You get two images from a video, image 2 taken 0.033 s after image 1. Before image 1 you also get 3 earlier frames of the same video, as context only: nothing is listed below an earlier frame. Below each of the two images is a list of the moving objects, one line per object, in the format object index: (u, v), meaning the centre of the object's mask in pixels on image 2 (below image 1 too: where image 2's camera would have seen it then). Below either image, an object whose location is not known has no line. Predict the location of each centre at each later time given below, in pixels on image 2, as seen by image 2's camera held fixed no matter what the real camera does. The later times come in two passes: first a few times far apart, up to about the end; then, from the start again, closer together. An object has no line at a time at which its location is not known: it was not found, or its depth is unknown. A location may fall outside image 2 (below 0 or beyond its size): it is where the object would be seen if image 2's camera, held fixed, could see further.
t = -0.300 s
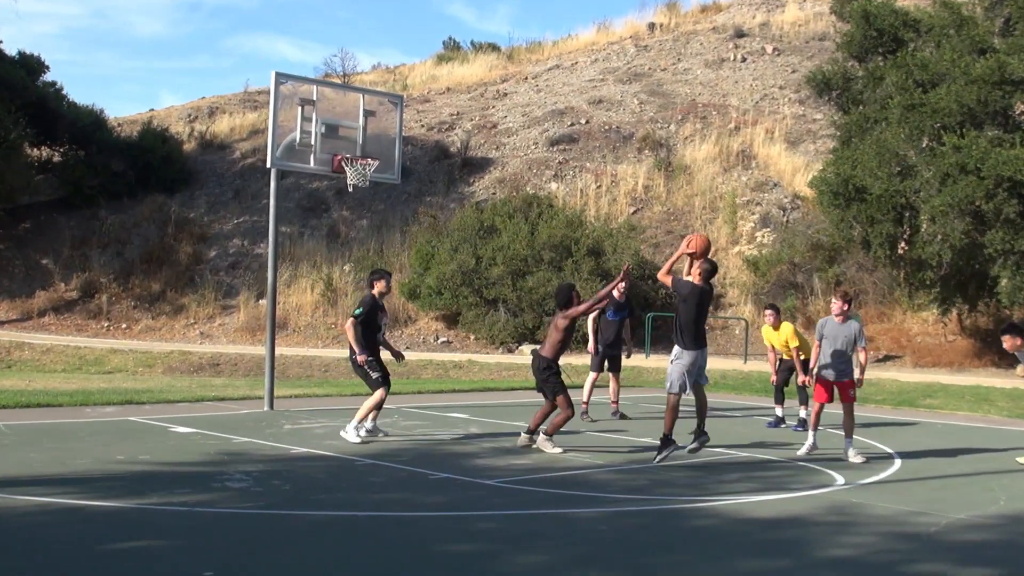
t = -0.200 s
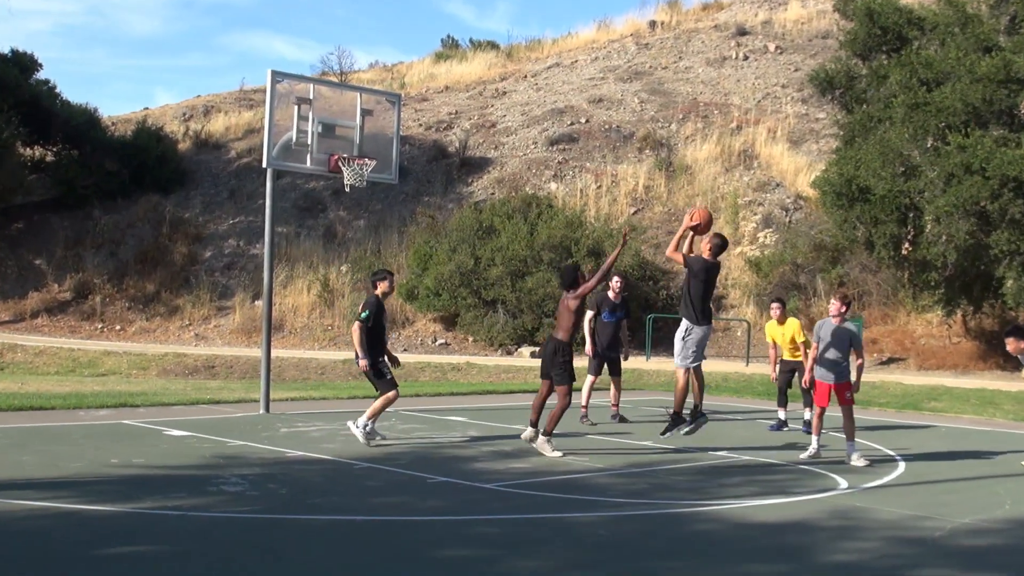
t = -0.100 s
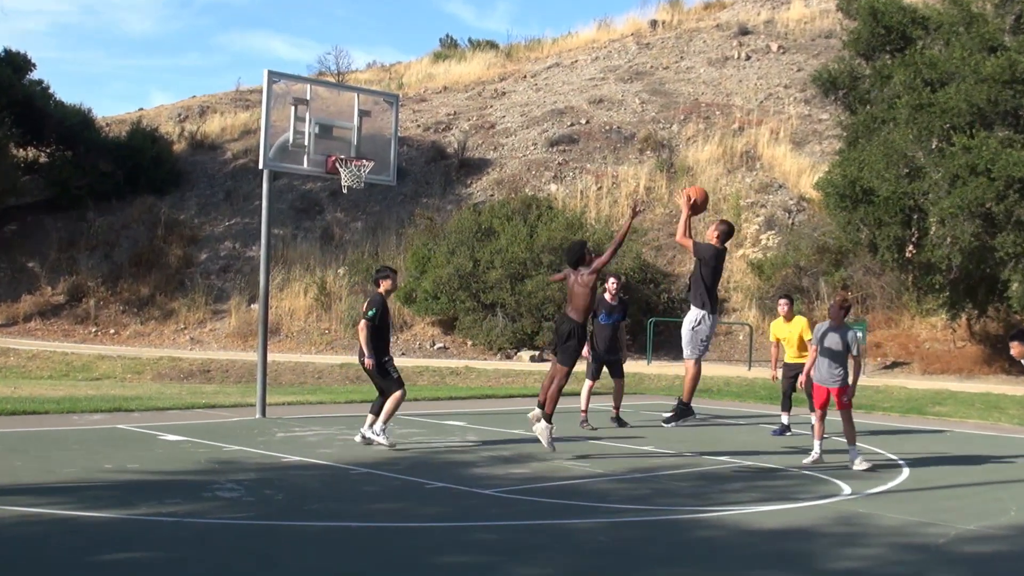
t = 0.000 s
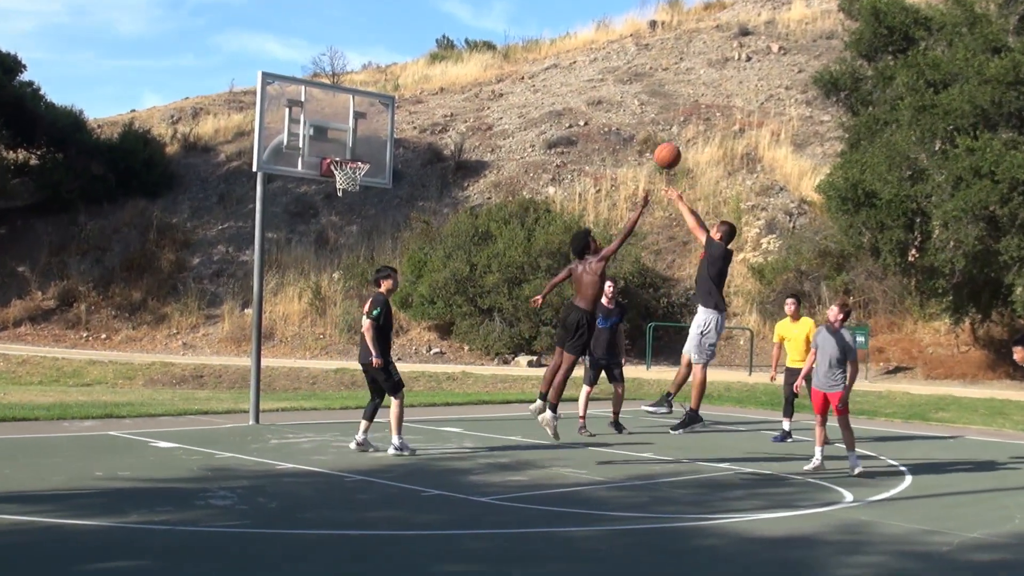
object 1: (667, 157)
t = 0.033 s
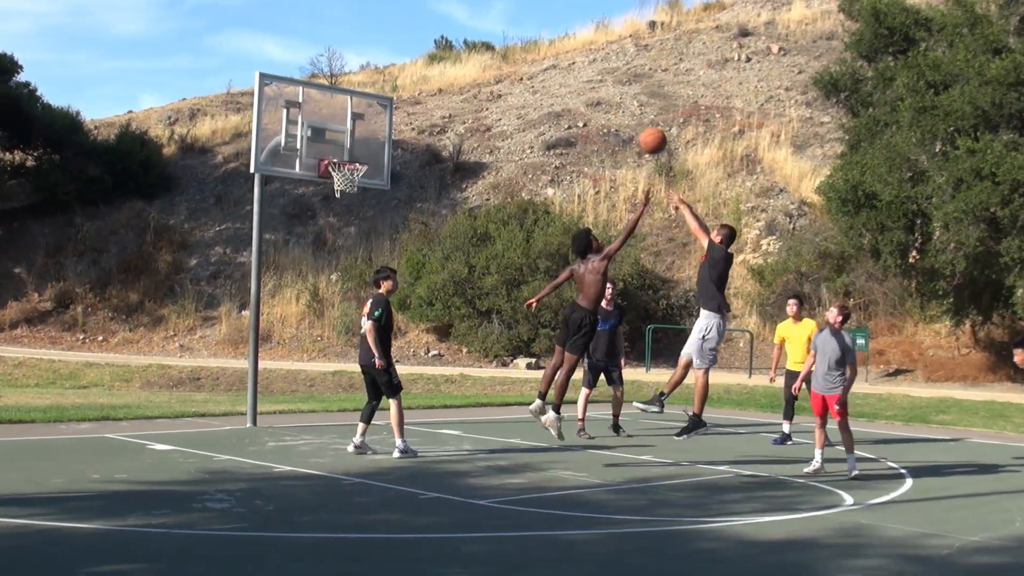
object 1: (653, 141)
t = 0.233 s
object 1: (576, 71)
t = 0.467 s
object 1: (492, 47)
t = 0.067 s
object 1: (640, 125)
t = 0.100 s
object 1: (627, 111)
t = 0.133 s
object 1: (614, 99)
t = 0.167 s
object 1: (601, 89)
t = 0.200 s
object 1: (588, 79)
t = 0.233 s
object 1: (576, 71)
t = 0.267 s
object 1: (564, 64)
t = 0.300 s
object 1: (551, 58)
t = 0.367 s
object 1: (528, 50)
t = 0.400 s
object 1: (516, 48)
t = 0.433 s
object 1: (504, 47)
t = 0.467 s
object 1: (492, 47)
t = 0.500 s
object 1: (482, 50)
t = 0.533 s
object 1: (472, 52)
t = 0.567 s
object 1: (461, 55)
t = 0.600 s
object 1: (450, 59)
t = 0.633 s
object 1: (440, 64)
